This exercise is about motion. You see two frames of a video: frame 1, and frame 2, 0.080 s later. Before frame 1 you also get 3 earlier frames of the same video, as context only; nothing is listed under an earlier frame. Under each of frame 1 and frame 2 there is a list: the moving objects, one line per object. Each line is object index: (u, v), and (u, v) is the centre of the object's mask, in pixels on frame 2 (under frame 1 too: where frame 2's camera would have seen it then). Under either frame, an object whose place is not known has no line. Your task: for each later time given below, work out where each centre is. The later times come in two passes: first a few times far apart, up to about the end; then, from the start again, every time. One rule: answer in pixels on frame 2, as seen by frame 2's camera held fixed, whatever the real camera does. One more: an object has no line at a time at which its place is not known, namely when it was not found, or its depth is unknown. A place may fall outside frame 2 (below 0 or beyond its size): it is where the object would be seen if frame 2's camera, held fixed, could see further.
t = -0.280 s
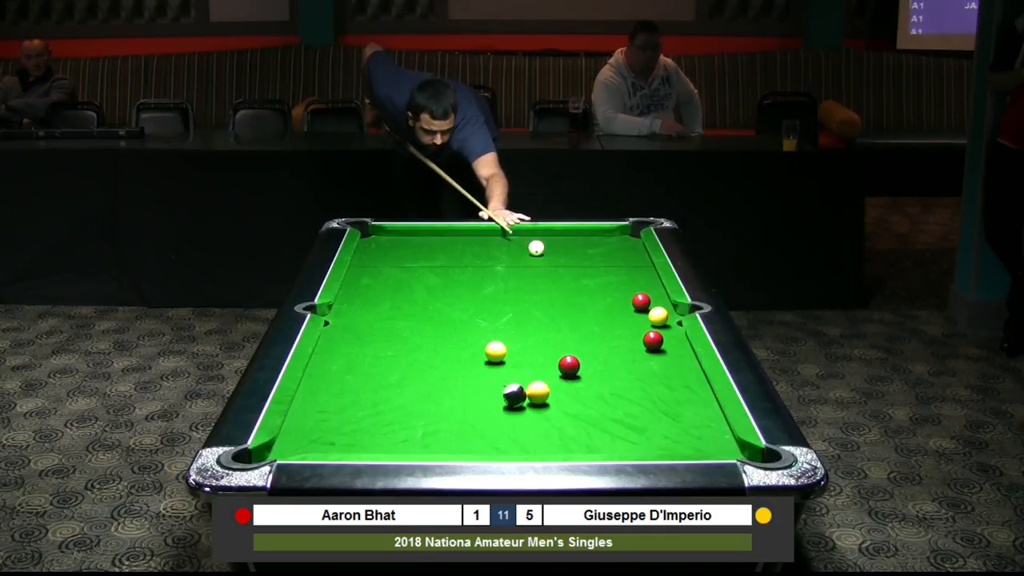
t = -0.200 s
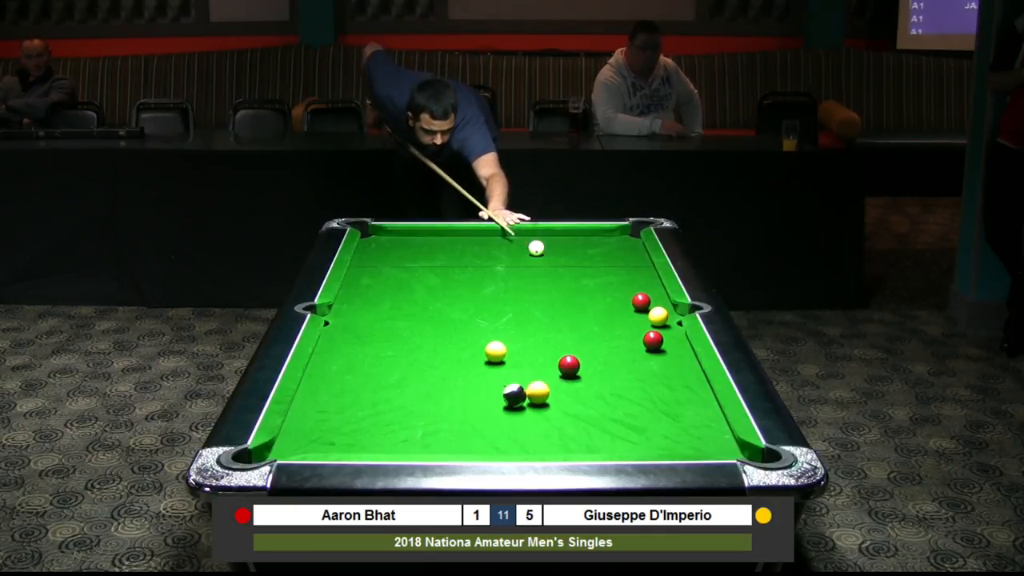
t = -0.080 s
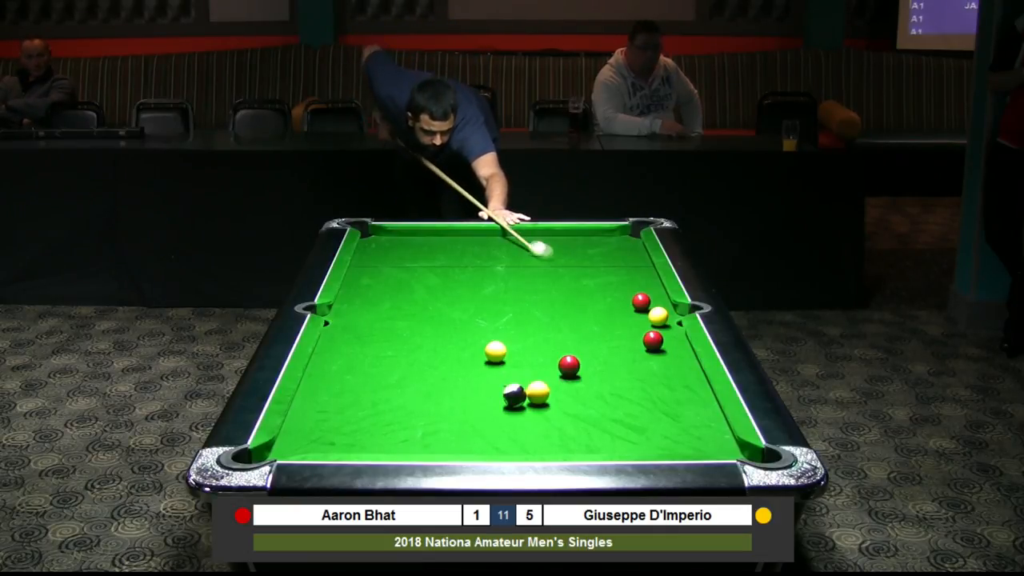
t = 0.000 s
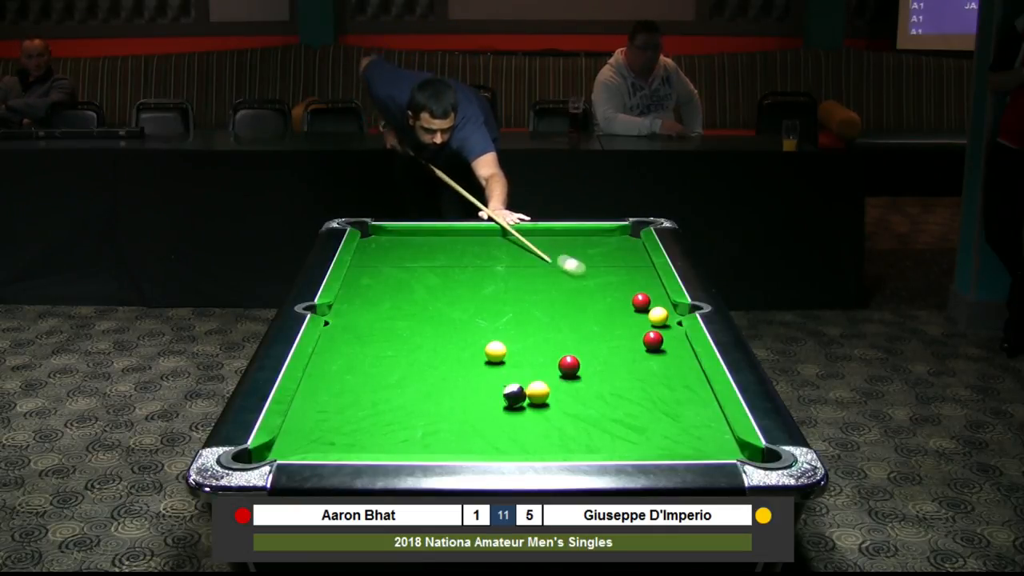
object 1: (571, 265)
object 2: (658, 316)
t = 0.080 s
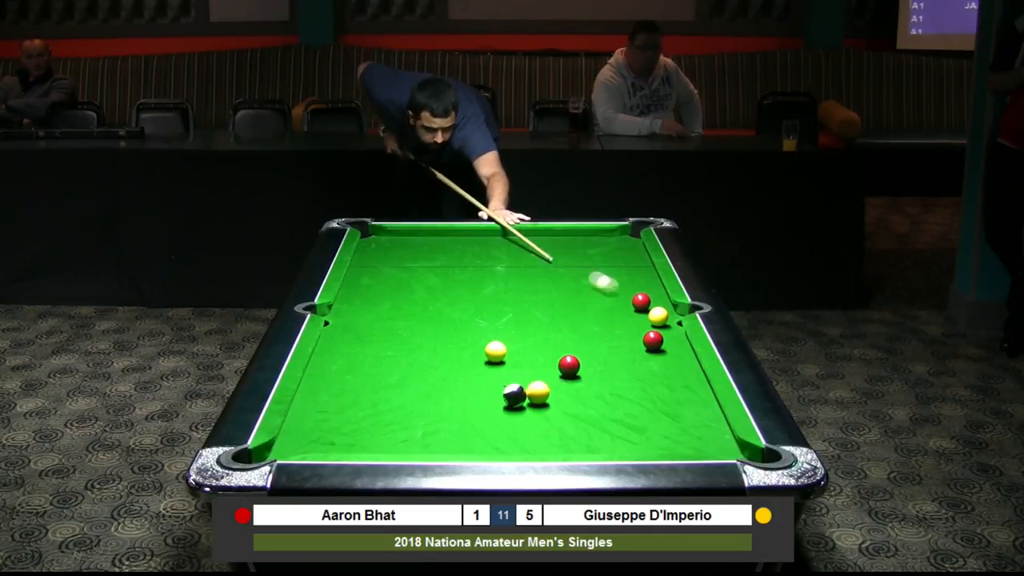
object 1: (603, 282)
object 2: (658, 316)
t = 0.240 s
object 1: (624, 296)
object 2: (656, 321)
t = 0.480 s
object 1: (607, 293)
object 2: (652, 335)
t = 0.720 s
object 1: (593, 291)
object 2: (649, 341)
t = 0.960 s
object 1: (580, 289)
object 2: (647, 346)
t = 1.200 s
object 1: (569, 287)
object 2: (645, 350)
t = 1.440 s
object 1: (560, 286)
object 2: (643, 353)
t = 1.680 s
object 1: (553, 285)
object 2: (642, 356)
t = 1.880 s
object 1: (549, 285)
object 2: (641, 358)
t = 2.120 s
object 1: (546, 285)
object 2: (640, 359)
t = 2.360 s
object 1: (543, 285)
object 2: (640, 359)
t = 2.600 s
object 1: (543, 285)
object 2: (640, 359)
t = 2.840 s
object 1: (543, 284)
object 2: (640, 359)
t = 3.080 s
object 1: (543, 284)
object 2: (640, 359)
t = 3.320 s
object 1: (543, 284)
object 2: (640, 359)
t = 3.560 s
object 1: (543, 284)
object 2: (640, 359)
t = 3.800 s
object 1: (543, 284)
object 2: (640, 359)
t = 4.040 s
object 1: (543, 284)
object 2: (640, 359)
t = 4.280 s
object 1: (543, 285)
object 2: (640, 359)
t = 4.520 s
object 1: (543, 284)
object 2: (640, 359)
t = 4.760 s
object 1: (543, 284)
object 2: (640, 359)
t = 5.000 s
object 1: (543, 284)
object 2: (640, 359)
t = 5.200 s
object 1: (543, 284)
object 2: (640, 359)
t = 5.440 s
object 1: (543, 284)
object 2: (640, 359)
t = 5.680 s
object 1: (543, 284)
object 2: (640, 359)
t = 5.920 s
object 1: (543, 284)
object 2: (640, 359)
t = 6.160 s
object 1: (543, 284)
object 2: (640, 359)
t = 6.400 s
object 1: (543, 284)
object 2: (640, 359)
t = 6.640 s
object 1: (543, 284)
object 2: (640, 359)
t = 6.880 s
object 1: (543, 284)
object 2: (640, 359)
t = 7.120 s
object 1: (543, 284)
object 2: (640, 359)
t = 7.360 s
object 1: (543, 284)
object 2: (640, 359)
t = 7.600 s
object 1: (543, 284)
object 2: (640, 359)
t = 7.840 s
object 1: (543, 284)
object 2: (640, 359)
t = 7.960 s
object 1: (543, 284)
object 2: (640, 359)
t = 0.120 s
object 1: (619, 290)
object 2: (658, 316)
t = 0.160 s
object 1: (629, 297)
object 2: (658, 316)
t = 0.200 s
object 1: (626, 297)
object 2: (658, 316)
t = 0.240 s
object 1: (624, 296)
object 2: (656, 321)
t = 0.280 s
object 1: (621, 295)
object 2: (655, 324)
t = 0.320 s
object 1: (618, 295)
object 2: (654, 327)
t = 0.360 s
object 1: (615, 294)
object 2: (653, 330)
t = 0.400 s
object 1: (612, 294)
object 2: (653, 332)
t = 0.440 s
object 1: (610, 293)
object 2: (652, 333)
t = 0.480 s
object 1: (607, 293)
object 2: (652, 335)
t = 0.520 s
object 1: (605, 293)
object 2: (651, 336)
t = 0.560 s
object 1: (602, 292)
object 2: (651, 338)
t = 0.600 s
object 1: (600, 292)
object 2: (651, 339)
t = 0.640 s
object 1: (597, 291)
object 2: (650, 339)
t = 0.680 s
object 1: (595, 291)
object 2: (650, 340)
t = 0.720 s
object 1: (593, 291)
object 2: (649, 341)
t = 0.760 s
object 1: (591, 290)
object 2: (649, 342)
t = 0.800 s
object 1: (588, 290)
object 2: (648, 343)
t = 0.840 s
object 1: (586, 290)
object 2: (648, 344)
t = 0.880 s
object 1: (584, 289)
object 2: (648, 344)
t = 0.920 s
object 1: (582, 289)
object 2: (647, 345)
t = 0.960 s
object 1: (580, 289)
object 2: (647, 346)
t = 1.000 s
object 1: (578, 289)
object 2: (646, 347)
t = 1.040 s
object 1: (576, 288)
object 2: (646, 347)
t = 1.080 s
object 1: (575, 288)
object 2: (646, 348)
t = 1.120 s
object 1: (573, 288)
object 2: (646, 349)
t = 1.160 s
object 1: (571, 287)
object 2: (645, 350)
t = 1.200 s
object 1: (569, 287)
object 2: (645, 350)
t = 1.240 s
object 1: (568, 287)
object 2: (645, 351)
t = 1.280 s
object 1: (566, 287)
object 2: (644, 351)
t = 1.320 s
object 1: (565, 287)
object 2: (644, 352)
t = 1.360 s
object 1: (563, 286)
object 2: (643, 352)
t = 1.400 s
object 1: (562, 286)
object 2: (643, 353)
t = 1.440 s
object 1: (560, 286)
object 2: (643, 353)
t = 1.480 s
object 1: (559, 286)
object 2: (643, 354)
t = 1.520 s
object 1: (558, 286)
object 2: (643, 354)
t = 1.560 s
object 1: (557, 286)
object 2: (642, 355)
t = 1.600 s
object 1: (556, 285)
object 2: (642, 355)
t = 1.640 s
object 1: (555, 285)
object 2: (642, 356)
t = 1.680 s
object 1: (553, 285)
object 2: (642, 356)
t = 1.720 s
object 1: (552, 285)
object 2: (642, 356)
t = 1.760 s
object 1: (552, 285)
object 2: (641, 357)
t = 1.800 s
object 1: (551, 285)
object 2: (641, 357)
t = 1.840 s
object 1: (550, 285)
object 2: (641, 357)
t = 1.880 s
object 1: (549, 285)
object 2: (641, 358)
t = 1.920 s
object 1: (548, 285)
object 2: (641, 358)
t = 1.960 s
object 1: (548, 285)
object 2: (641, 358)
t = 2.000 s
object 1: (547, 285)
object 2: (641, 358)
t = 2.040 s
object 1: (547, 285)
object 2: (640, 358)
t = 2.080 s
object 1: (546, 285)
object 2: (640, 359)
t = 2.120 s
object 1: (546, 285)
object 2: (640, 359)
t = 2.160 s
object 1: (545, 285)
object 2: (640, 359)
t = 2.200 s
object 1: (545, 285)
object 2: (640, 359)
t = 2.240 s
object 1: (544, 285)
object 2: (640, 359)
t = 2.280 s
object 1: (544, 284)
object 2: (640, 359)
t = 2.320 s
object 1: (544, 284)
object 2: (640, 359)
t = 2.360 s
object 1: (543, 285)
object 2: (640, 359)
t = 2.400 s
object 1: (543, 285)
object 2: (640, 359)
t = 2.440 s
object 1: (543, 284)
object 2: (640, 359)
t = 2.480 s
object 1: (543, 284)
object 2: (640, 359)
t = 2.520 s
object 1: (543, 284)
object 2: (640, 359)
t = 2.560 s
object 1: (543, 284)
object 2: (640, 359)
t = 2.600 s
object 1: (543, 285)
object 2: (640, 359)
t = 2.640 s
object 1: (543, 284)
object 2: (640, 359)
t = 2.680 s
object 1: (543, 284)
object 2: (640, 359)
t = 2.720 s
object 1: (543, 284)
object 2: (640, 359)
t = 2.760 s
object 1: (543, 284)
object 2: (640, 359)
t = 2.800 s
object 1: (543, 284)
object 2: (640, 359)
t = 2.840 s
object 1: (543, 284)
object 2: (640, 359)
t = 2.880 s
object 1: (543, 284)
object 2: (640, 359)
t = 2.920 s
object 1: (543, 284)
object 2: (640, 359)
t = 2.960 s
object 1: (543, 284)
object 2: (640, 359)
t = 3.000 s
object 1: (543, 284)
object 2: (640, 359)
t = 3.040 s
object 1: (543, 284)
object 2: (640, 359)
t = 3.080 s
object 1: (543, 284)
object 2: (640, 359)
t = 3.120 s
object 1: (543, 284)
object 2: (640, 359)
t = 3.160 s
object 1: (543, 285)
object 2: (640, 359)
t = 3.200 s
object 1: (543, 285)
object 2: (640, 359)
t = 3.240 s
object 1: (543, 284)
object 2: (640, 359)
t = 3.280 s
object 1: (543, 284)
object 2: (640, 359)
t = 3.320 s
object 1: (543, 284)
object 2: (640, 359)
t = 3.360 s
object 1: (543, 284)
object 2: (640, 359)
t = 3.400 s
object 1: (543, 285)
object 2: (640, 359)
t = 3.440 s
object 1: (543, 284)
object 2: (640, 359)
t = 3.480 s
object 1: (543, 284)
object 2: (640, 359)
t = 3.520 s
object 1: (543, 284)
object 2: (640, 359)
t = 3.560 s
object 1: (543, 284)
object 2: (640, 359)
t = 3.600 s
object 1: (543, 284)
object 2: (640, 359)
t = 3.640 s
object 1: (543, 284)
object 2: (640, 359)
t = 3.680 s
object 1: (543, 284)
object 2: (640, 359)
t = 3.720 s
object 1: (543, 284)
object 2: (640, 359)
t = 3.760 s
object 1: (543, 284)
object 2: (640, 359)
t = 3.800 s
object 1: (543, 284)
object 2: (640, 359)
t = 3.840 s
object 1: (543, 284)
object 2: (640, 359)
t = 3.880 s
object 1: (543, 284)
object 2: (640, 359)
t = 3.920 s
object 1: (543, 284)
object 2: (640, 359)
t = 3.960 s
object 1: (543, 284)
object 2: (640, 359)
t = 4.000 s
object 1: (543, 284)
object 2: (640, 359)
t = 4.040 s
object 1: (543, 284)
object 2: (640, 359)
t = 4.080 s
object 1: (543, 284)
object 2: (640, 359)
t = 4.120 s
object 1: (543, 284)
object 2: (640, 359)
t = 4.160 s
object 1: (543, 284)
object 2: (640, 359)
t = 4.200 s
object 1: (543, 284)
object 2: (640, 359)
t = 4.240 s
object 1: (543, 284)
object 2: (640, 359)
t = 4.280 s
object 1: (543, 285)
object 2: (640, 359)
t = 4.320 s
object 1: (543, 284)
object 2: (640, 359)
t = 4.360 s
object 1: (543, 285)
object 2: (640, 359)
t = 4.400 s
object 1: (543, 285)
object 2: (640, 359)
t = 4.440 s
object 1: (543, 285)
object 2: (640, 359)
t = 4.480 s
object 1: (543, 284)
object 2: (640, 359)
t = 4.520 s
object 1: (543, 284)
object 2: (640, 359)
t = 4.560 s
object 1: (543, 285)
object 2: (640, 359)
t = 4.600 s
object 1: (543, 284)
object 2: (640, 359)
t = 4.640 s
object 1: (543, 284)
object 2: (640, 359)
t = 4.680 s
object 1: (543, 284)
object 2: (640, 359)
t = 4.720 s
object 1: (543, 284)
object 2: (640, 359)
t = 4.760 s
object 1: (543, 284)
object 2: (640, 359)
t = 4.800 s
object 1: (543, 284)
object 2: (640, 359)
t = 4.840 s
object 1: (543, 284)
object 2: (640, 359)
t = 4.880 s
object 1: (543, 284)
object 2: (640, 359)
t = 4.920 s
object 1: (543, 284)
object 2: (640, 359)
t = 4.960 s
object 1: (543, 284)
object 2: (640, 359)
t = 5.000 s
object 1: (543, 284)
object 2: (640, 359)
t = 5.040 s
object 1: (543, 284)
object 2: (640, 359)
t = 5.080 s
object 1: (543, 284)
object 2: (640, 359)
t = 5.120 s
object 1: (543, 284)
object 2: (640, 359)
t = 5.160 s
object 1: (543, 284)
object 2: (640, 359)
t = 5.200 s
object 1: (543, 284)
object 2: (640, 359)
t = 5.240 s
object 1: (543, 284)
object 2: (640, 359)
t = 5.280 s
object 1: (543, 284)
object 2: (640, 359)
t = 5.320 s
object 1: (543, 284)
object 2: (640, 359)
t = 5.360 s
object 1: (543, 284)
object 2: (640, 359)
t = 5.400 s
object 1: (543, 284)
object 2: (640, 359)
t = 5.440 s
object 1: (543, 284)
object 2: (640, 359)
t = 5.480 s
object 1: (543, 284)
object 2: (640, 359)
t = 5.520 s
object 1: (543, 284)
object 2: (640, 359)
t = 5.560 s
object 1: (543, 284)
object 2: (640, 359)
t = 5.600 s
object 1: (543, 284)
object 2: (640, 359)
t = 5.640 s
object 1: (543, 284)
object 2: (640, 359)
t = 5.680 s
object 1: (543, 284)
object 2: (640, 359)
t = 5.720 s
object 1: (543, 284)
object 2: (640, 359)
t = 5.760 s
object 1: (543, 284)
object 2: (640, 359)
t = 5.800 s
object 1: (543, 284)
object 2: (640, 359)
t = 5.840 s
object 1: (543, 284)
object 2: (640, 359)
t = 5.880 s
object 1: (543, 284)
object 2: (640, 359)
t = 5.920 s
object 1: (543, 284)
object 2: (640, 359)
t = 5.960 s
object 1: (543, 284)
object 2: (640, 359)
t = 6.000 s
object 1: (543, 284)
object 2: (640, 359)
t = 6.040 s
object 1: (543, 284)
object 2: (640, 359)
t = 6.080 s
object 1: (543, 284)
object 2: (640, 359)
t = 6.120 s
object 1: (543, 284)
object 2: (640, 359)
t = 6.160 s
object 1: (543, 284)
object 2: (640, 359)
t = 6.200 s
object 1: (543, 284)
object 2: (640, 359)
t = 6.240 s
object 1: (543, 284)
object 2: (640, 359)
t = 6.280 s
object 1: (543, 284)
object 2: (640, 359)
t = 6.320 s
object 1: (543, 284)
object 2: (640, 359)
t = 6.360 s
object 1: (543, 284)
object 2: (640, 359)
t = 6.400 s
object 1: (543, 284)
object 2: (640, 359)
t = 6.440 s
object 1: (543, 284)
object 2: (640, 359)
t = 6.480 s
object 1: (543, 284)
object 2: (640, 359)
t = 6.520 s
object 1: (543, 284)
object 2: (640, 359)
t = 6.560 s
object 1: (543, 284)
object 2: (640, 359)
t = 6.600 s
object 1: (543, 284)
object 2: (640, 359)
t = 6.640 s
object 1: (543, 284)
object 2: (640, 359)
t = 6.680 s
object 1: (543, 284)
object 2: (640, 359)
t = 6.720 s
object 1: (543, 284)
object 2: (640, 359)
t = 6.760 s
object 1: (543, 284)
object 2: (640, 359)
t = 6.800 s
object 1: (543, 284)
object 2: (640, 359)
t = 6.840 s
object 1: (543, 284)
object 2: (640, 359)
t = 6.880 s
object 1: (543, 284)
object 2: (640, 359)
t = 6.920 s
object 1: (543, 284)
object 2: (640, 359)
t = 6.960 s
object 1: (543, 284)
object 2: (640, 359)
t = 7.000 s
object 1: (543, 284)
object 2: (640, 359)
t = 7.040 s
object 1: (543, 284)
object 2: (640, 359)
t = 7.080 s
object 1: (543, 284)
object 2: (640, 359)
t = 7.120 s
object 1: (543, 284)
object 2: (640, 359)
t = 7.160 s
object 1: (543, 284)
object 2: (640, 359)
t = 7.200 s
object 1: (543, 284)
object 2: (640, 359)
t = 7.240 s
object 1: (543, 284)
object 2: (640, 359)
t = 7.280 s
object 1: (543, 284)
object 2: (640, 359)
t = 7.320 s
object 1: (543, 284)
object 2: (640, 359)
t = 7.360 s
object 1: (543, 284)
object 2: (640, 359)
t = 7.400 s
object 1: (543, 284)
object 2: (640, 359)
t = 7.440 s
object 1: (543, 284)
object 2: (640, 359)
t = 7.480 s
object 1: (543, 284)
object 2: (640, 359)
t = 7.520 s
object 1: (543, 284)
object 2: (640, 359)
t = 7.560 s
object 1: (543, 284)
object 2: (640, 359)
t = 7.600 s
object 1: (543, 284)
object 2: (640, 359)
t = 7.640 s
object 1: (543, 284)
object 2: (640, 359)
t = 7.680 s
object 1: (543, 284)
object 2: (640, 359)
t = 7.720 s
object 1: (543, 284)
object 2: (640, 359)
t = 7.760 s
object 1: (543, 284)
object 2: (640, 359)
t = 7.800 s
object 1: (543, 284)
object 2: (640, 359)
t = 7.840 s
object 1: (543, 284)
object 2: (640, 359)
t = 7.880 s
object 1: (543, 284)
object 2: (640, 359)
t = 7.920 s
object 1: (543, 284)
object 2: (640, 359)
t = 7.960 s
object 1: (543, 284)
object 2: (640, 359)
